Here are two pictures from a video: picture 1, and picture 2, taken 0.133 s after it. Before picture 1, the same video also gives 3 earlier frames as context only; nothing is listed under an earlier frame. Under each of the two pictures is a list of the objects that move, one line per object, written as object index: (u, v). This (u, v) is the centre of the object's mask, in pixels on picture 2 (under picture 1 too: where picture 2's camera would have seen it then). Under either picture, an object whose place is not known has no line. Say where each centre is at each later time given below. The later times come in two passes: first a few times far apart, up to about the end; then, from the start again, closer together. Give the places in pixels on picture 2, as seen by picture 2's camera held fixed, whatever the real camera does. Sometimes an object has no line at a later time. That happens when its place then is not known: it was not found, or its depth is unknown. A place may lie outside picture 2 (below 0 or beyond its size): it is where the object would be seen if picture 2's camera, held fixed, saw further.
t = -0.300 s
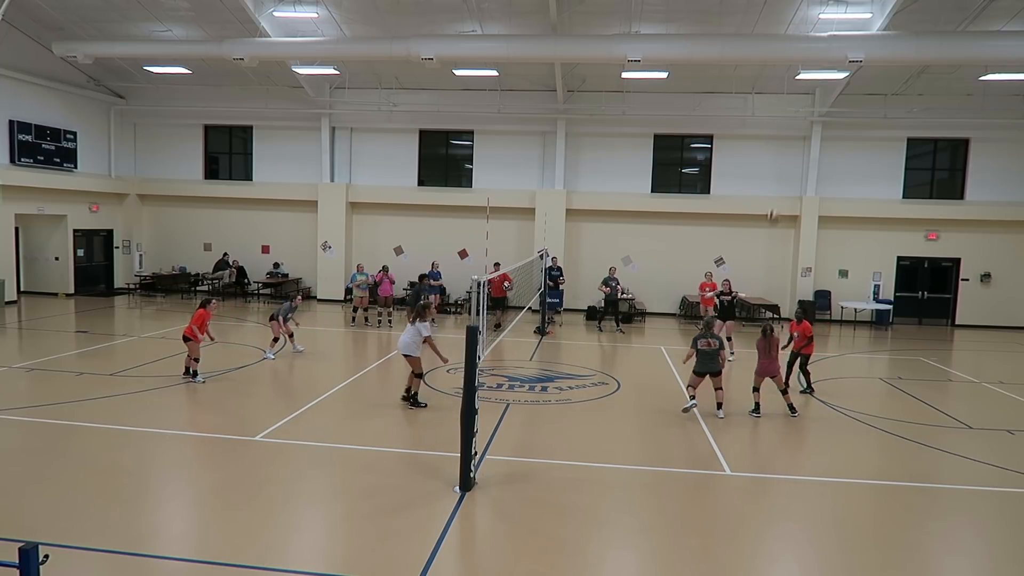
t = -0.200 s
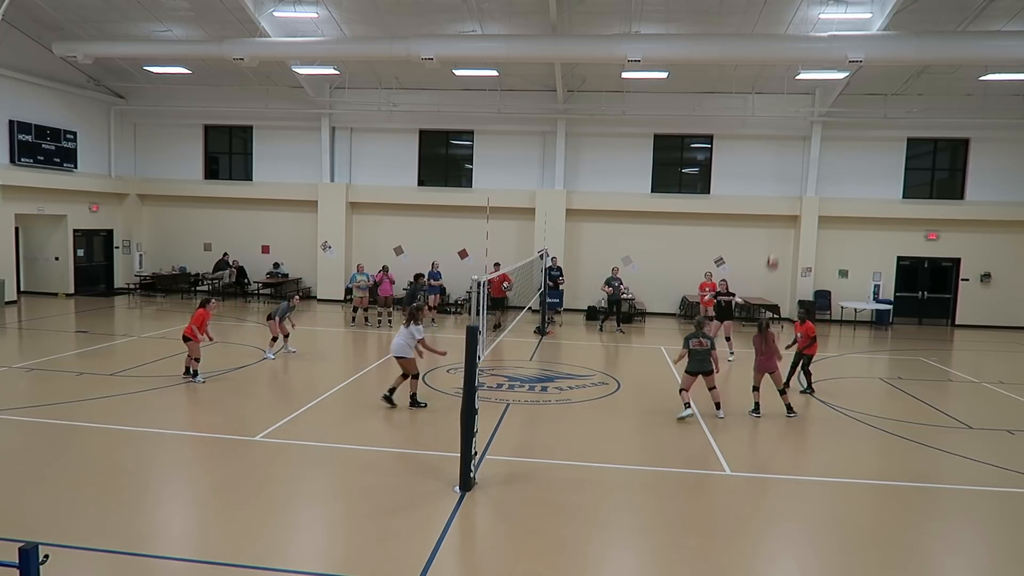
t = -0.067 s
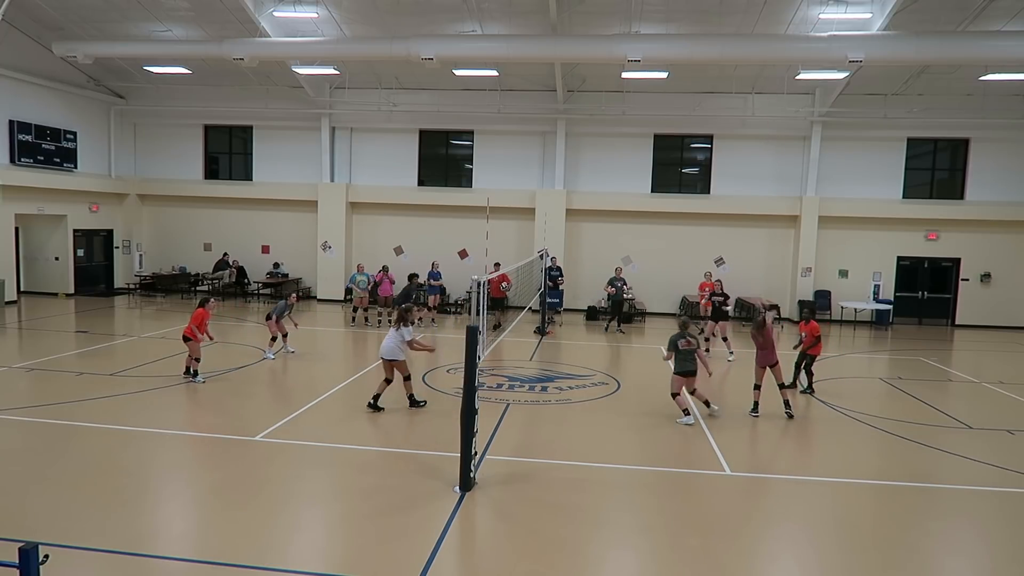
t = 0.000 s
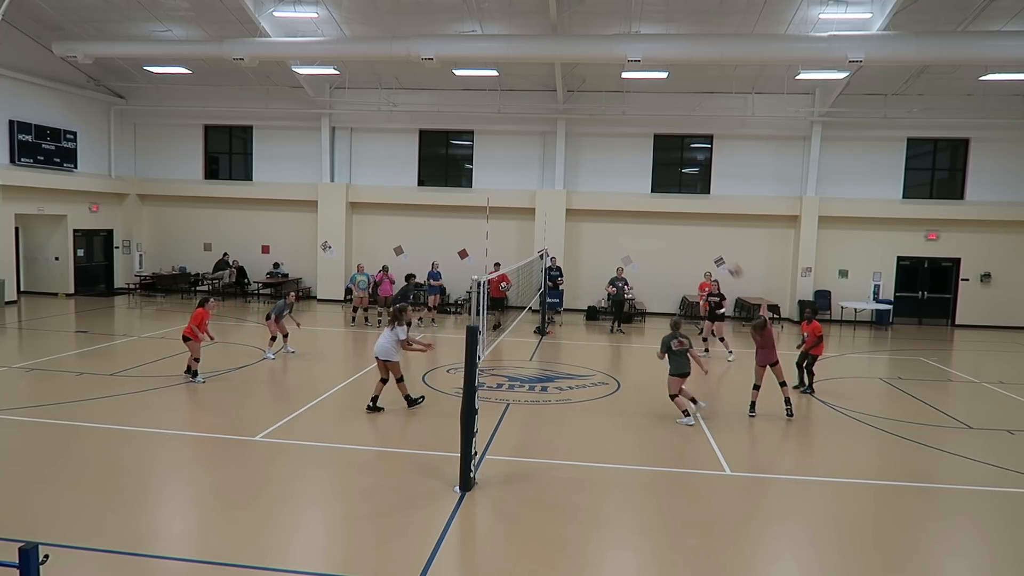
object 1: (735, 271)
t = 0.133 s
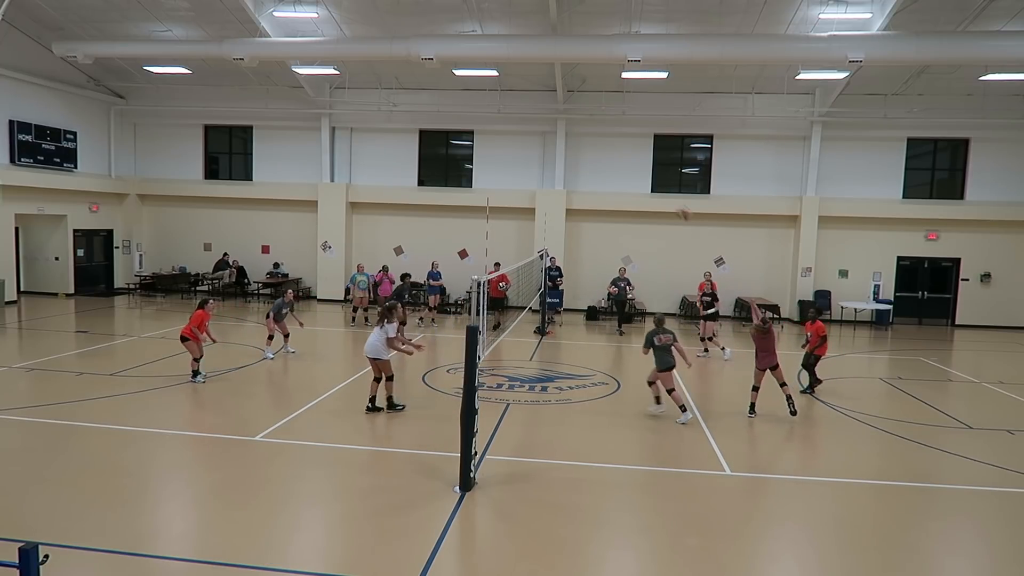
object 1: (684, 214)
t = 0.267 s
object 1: (632, 168)
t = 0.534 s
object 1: (528, 114)
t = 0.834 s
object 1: (414, 110)
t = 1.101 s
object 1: (321, 154)
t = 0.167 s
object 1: (670, 201)
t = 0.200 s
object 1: (658, 188)
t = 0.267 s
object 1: (632, 168)
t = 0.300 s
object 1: (619, 160)
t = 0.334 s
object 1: (606, 151)
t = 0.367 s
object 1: (593, 142)
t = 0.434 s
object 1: (567, 129)
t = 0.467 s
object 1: (554, 123)
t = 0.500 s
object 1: (541, 118)
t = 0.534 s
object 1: (528, 114)
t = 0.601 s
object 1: (502, 108)
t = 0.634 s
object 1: (490, 107)
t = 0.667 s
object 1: (477, 105)
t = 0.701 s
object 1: (465, 104)
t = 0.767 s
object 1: (440, 106)
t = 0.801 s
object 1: (427, 107)
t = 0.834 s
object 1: (414, 110)
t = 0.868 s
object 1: (403, 113)
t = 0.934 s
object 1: (379, 122)
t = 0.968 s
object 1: (367, 126)
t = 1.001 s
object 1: (355, 132)
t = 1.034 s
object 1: (344, 138)
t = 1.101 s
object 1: (321, 154)
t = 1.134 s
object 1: (310, 162)
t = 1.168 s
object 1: (299, 172)
